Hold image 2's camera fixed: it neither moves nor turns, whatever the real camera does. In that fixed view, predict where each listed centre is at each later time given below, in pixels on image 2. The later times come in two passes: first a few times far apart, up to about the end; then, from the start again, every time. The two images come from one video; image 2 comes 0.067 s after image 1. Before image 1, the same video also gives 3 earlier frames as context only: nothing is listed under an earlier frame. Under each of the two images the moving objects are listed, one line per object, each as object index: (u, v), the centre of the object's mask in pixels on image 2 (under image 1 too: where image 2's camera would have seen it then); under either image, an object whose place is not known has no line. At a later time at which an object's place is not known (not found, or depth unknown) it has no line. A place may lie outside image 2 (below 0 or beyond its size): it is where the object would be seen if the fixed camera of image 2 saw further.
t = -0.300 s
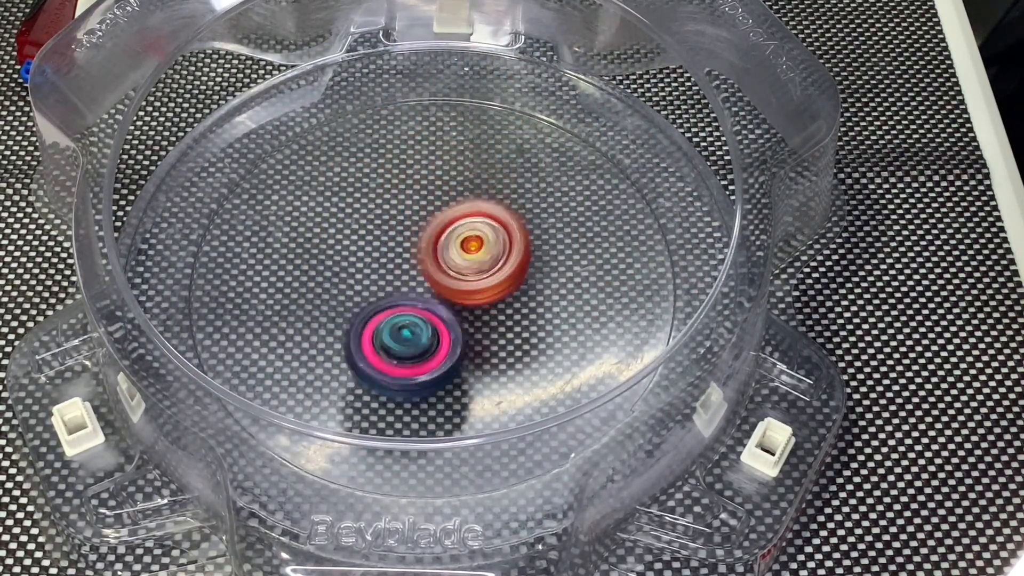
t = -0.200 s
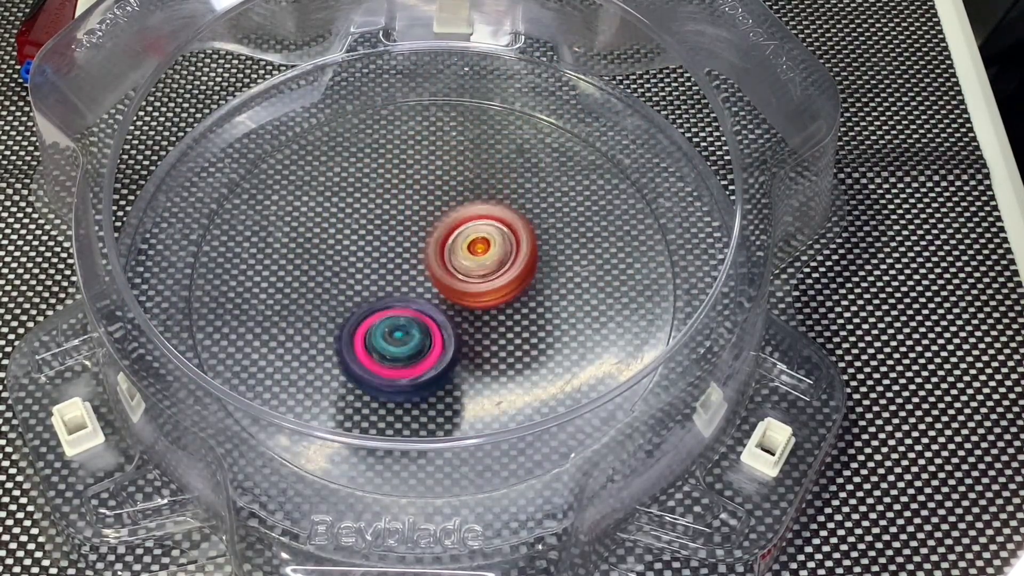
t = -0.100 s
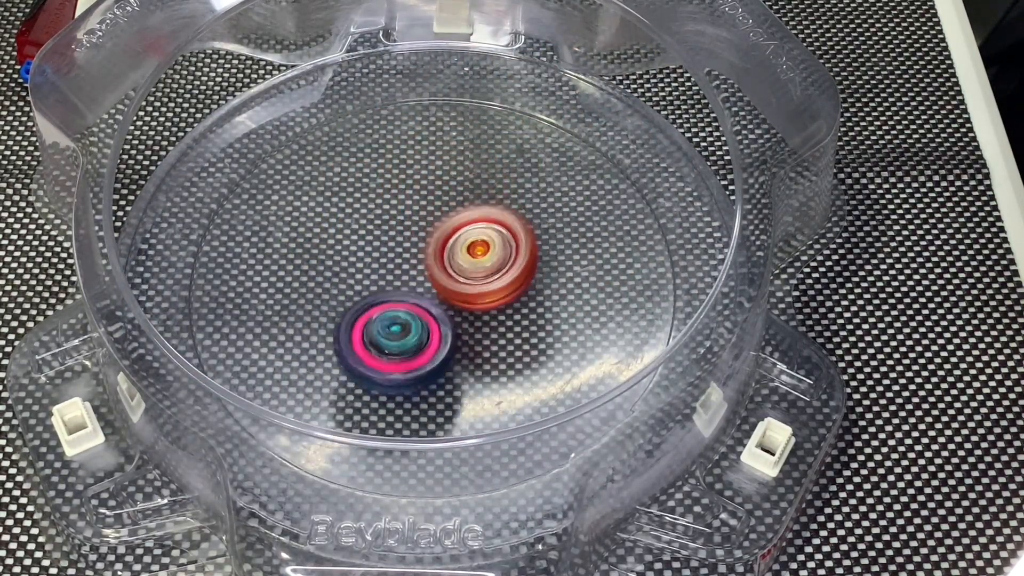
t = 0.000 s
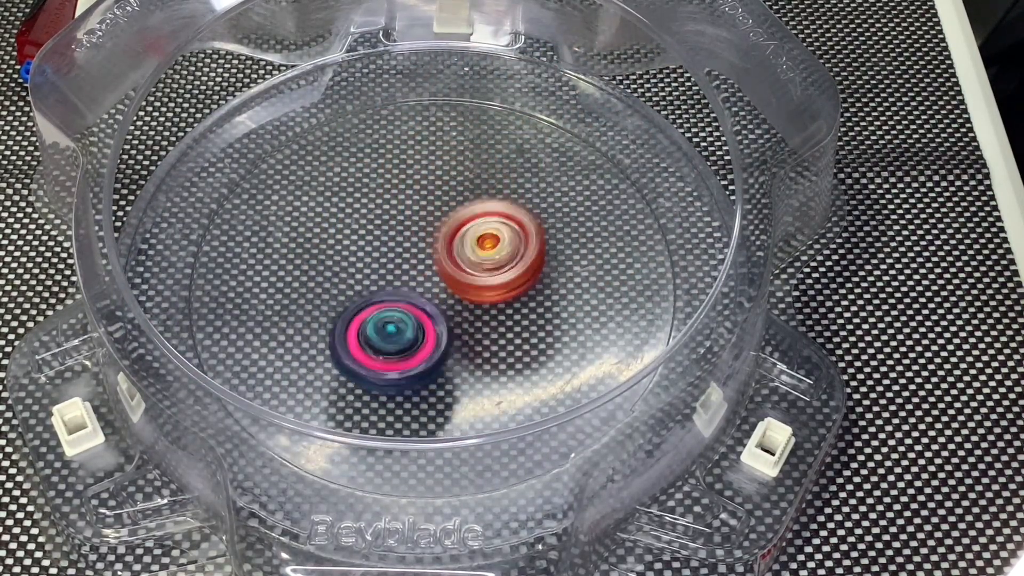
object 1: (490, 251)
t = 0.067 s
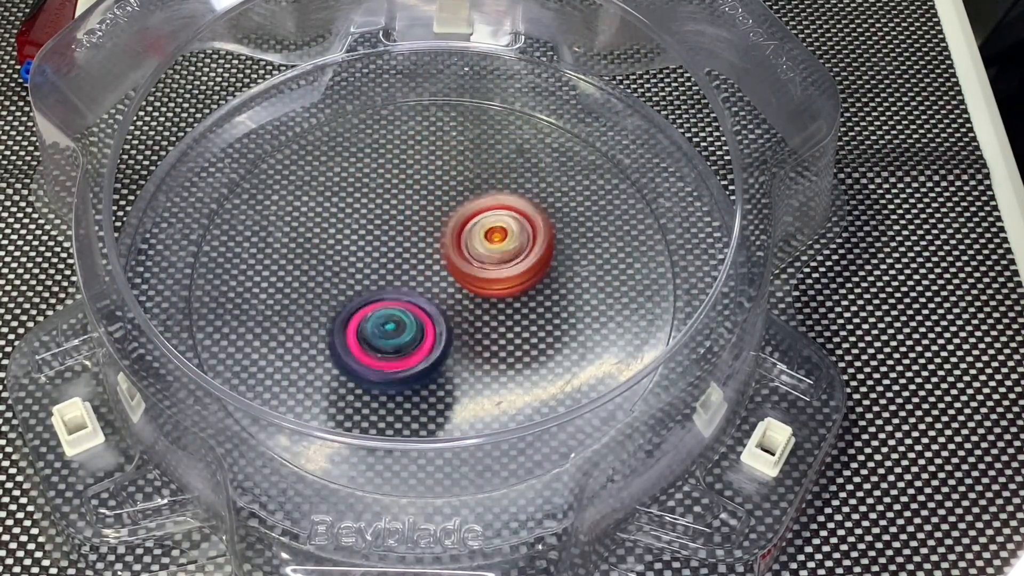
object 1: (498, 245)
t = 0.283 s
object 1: (508, 232)
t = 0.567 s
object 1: (498, 206)
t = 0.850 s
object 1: (488, 209)
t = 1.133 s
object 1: (488, 211)
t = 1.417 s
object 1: (494, 216)
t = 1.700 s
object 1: (532, 174)
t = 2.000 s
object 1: (505, 197)
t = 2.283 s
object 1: (590, 245)
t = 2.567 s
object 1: (639, 180)
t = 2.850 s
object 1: (466, 221)
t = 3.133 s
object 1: (488, 214)
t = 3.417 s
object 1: (480, 216)
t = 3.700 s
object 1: (442, 239)
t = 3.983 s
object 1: (397, 251)
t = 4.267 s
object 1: (389, 265)
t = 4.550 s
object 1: (390, 275)
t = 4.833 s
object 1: (403, 279)
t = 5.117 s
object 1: (405, 288)
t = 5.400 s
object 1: (417, 302)
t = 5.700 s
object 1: (420, 312)
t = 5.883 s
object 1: (429, 317)
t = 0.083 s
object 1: (499, 245)
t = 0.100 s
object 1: (499, 245)
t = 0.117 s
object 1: (499, 245)
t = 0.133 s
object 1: (498, 245)
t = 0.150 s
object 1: (498, 245)
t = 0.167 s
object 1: (497, 246)
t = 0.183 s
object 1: (495, 247)
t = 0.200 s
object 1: (493, 248)
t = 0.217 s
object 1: (492, 249)
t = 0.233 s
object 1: (490, 250)
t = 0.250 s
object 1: (492, 248)
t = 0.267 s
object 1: (501, 240)
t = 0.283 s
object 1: (508, 232)
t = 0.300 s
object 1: (513, 224)
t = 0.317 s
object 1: (518, 218)
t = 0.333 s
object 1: (522, 213)
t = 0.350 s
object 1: (524, 208)
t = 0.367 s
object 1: (524, 205)
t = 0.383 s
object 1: (524, 203)
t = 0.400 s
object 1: (524, 201)
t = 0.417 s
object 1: (521, 199)
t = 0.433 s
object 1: (519, 199)
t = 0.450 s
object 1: (517, 199)
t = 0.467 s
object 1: (513, 199)
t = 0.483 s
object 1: (511, 200)
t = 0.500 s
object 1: (508, 202)
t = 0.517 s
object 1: (505, 202)
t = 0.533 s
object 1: (502, 204)
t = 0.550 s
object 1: (499, 205)
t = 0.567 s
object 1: (498, 206)
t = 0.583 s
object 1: (494, 207)
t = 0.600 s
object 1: (492, 209)
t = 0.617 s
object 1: (490, 211)
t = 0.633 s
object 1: (487, 212)
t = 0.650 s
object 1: (485, 213)
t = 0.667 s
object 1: (483, 215)
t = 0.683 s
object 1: (480, 216)
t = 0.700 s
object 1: (478, 217)
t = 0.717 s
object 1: (480, 216)
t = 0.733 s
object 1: (483, 211)
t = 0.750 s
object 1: (485, 209)
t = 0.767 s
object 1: (488, 207)
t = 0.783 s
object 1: (489, 206)
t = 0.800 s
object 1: (490, 206)
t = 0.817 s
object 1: (490, 206)
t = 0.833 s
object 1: (490, 207)
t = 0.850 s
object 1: (488, 209)
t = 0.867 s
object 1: (488, 212)
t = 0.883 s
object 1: (486, 214)
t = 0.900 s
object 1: (483, 216)
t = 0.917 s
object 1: (482, 218)
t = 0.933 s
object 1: (480, 220)
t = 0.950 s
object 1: (482, 217)
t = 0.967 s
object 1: (487, 213)
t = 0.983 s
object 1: (491, 209)
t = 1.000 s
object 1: (493, 206)
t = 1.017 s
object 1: (495, 205)
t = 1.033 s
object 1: (496, 205)
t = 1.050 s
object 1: (496, 205)
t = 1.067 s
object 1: (495, 205)
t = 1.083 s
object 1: (495, 206)
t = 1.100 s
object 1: (492, 208)
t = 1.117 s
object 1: (490, 210)
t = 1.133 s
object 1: (488, 211)
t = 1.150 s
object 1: (485, 213)
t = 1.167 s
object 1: (483, 215)
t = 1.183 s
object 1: (482, 216)
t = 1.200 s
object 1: (479, 218)
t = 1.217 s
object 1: (478, 220)
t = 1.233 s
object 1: (476, 221)
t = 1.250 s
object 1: (473, 223)
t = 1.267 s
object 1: (471, 225)
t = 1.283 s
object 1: (469, 226)
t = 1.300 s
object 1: (470, 225)
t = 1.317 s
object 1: (474, 222)
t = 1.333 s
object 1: (479, 219)
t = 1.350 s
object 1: (484, 218)
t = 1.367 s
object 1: (488, 216)
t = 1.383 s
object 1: (490, 216)
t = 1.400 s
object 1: (493, 216)
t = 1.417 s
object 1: (494, 216)
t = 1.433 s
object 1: (494, 217)
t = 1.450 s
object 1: (494, 218)
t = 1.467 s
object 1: (493, 219)
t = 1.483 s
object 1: (492, 221)
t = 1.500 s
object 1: (491, 222)
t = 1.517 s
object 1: (488, 224)
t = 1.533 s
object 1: (486, 225)
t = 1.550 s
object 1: (484, 226)
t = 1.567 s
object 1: (481, 228)
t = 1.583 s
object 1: (479, 229)
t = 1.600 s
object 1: (479, 229)
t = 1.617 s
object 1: (490, 218)
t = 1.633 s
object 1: (501, 207)
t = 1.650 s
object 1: (510, 197)
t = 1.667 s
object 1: (519, 187)
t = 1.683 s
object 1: (528, 180)
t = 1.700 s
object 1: (532, 174)
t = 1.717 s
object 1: (536, 170)
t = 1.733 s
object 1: (539, 167)
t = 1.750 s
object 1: (540, 166)
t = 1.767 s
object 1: (541, 166)
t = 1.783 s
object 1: (540, 167)
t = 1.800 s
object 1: (539, 168)
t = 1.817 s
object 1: (536, 170)
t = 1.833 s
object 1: (533, 172)
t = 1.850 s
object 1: (530, 175)
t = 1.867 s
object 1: (526, 176)
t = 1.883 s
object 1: (524, 179)
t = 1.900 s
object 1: (522, 181)
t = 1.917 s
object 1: (518, 184)
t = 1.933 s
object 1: (515, 187)
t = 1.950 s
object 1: (513, 188)
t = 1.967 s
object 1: (510, 190)
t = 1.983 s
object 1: (508, 194)
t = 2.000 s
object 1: (505, 197)
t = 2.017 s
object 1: (502, 199)
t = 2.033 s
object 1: (500, 202)
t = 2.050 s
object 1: (496, 205)
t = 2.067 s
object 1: (495, 209)
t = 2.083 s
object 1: (492, 213)
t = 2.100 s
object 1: (490, 218)
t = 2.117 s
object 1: (489, 221)
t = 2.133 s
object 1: (487, 226)
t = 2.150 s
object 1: (486, 232)
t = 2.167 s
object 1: (484, 238)
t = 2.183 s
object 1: (483, 244)
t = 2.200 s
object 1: (482, 249)
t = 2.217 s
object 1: (480, 255)
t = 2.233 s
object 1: (492, 259)
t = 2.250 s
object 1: (526, 255)
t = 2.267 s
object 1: (559, 250)
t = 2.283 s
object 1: (590, 245)
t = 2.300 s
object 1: (620, 238)
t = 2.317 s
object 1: (646, 233)
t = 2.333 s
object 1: (671, 225)
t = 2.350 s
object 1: (680, 220)
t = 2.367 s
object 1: (692, 217)
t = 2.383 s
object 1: (705, 218)
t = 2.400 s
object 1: (713, 215)
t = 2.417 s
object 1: (706, 207)
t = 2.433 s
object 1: (700, 204)
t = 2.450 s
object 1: (693, 197)
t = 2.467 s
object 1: (686, 192)
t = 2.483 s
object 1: (680, 189)
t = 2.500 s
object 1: (674, 185)
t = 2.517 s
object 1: (665, 182)
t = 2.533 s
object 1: (657, 181)
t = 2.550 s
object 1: (648, 179)
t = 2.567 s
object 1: (639, 180)
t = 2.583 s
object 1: (630, 181)
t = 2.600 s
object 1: (620, 180)
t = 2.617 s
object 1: (609, 182)
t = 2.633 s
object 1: (599, 183)
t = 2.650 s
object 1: (587, 185)
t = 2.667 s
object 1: (575, 187)
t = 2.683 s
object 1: (563, 189)
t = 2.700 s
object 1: (552, 191)
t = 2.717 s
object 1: (540, 194)
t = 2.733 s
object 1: (530, 197)
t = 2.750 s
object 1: (518, 200)
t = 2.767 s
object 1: (509, 203)
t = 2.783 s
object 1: (500, 206)
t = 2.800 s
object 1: (491, 210)
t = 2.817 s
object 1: (483, 213)
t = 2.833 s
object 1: (474, 217)
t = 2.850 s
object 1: (466, 221)
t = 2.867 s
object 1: (467, 220)
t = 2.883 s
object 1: (473, 218)
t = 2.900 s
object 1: (479, 216)
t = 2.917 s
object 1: (482, 216)
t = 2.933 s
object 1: (485, 216)
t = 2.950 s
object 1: (487, 218)
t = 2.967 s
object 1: (487, 220)
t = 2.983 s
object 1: (487, 222)
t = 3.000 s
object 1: (486, 223)
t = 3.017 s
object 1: (485, 224)
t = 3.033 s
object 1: (483, 226)
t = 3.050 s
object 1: (481, 227)
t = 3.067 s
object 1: (479, 228)
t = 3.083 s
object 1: (477, 229)
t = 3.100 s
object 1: (477, 228)
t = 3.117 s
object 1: (483, 221)
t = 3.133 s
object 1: (488, 214)
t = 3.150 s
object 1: (493, 210)
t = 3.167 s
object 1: (496, 206)
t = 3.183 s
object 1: (498, 204)
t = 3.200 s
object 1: (498, 203)
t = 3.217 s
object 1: (499, 202)
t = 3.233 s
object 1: (499, 202)
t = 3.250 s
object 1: (499, 203)
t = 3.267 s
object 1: (498, 204)
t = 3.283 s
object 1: (497, 205)
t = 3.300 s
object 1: (495, 206)
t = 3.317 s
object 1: (493, 208)
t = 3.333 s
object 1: (490, 210)
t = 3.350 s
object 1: (489, 211)
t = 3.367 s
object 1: (486, 212)
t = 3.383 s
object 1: (485, 213)
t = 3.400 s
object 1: (482, 215)
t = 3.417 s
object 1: (480, 216)
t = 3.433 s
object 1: (479, 217)
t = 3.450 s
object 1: (476, 218)
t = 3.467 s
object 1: (474, 220)
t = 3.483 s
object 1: (472, 221)
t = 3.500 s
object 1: (469, 222)
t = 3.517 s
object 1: (467, 223)
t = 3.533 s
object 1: (465, 225)
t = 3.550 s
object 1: (462, 226)
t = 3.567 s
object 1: (461, 228)
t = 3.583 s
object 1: (458, 229)
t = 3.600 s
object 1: (457, 231)
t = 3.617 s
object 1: (454, 232)
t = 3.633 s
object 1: (452, 234)
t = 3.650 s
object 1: (449, 235)
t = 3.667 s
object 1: (447, 237)
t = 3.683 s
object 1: (444, 238)
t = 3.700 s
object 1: (442, 239)
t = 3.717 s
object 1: (439, 241)
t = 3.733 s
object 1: (437, 243)
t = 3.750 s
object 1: (434, 244)
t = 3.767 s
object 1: (432, 245)
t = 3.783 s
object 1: (429, 247)
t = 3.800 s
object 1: (427, 248)
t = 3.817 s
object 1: (424, 250)
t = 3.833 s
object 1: (422, 251)
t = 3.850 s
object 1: (418, 250)
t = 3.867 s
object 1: (416, 248)
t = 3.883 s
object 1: (412, 249)
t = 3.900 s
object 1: (410, 248)
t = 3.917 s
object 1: (407, 249)
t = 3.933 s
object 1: (404, 249)
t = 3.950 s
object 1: (401, 250)
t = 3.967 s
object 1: (398, 250)
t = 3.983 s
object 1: (397, 251)
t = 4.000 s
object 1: (394, 251)
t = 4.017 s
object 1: (393, 251)
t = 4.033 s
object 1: (390, 252)
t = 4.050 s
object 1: (390, 252)
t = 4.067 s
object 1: (389, 252)
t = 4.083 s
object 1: (388, 253)
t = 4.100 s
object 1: (388, 253)
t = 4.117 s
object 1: (388, 253)
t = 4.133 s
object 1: (388, 255)
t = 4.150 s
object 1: (387, 256)
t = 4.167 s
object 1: (387, 257)
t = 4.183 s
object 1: (387, 258)
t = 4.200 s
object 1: (388, 260)
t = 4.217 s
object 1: (388, 262)
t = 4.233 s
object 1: (389, 263)
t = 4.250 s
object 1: (389, 264)
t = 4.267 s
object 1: (389, 265)
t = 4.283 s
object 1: (389, 266)
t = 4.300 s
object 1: (390, 267)
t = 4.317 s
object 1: (389, 268)
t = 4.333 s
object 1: (389, 269)
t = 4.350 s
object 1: (387, 270)
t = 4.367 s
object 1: (386, 271)
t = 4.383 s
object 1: (385, 271)
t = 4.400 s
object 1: (384, 271)
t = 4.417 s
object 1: (384, 272)
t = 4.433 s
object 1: (384, 272)
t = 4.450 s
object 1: (384, 272)
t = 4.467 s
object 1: (385, 272)
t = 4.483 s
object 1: (386, 273)
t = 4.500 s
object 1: (387, 274)
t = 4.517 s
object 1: (388, 274)
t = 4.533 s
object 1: (389, 274)
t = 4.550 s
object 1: (390, 275)
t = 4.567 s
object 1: (390, 276)
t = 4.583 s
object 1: (391, 276)
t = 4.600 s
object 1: (392, 277)
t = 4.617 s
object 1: (392, 277)
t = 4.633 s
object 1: (393, 277)
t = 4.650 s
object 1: (394, 278)
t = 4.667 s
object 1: (396, 278)
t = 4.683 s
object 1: (397, 279)
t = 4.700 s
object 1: (398, 279)
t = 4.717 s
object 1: (398, 279)
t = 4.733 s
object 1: (399, 279)
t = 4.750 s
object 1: (400, 279)
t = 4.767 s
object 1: (400, 279)
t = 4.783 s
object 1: (402, 279)
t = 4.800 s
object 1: (402, 279)
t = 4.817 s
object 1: (403, 279)
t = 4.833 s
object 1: (403, 279)
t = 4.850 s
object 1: (404, 279)
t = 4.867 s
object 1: (404, 280)
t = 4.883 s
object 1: (404, 280)
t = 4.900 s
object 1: (403, 280)
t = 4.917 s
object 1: (401, 280)
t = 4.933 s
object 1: (400, 281)
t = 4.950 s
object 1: (400, 280)
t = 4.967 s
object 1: (400, 280)
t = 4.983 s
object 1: (399, 280)
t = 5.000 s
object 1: (400, 280)
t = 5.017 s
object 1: (400, 280)
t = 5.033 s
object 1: (402, 280)
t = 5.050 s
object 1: (403, 280)
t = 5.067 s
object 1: (405, 281)
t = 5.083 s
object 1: (405, 283)
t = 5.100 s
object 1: (405, 285)
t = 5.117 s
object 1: (405, 288)
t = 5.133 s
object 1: (406, 291)
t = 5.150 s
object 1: (407, 293)
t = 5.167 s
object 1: (406, 295)
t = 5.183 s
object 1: (407, 296)
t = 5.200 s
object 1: (407, 297)
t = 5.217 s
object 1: (408, 298)
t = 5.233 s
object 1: (409, 299)
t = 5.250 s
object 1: (410, 299)
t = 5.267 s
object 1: (409, 300)
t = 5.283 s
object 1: (410, 300)
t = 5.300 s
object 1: (410, 300)
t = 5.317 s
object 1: (412, 301)
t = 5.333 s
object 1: (413, 301)
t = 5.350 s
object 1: (414, 302)
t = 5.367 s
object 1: (415, 302)
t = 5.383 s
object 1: (416, 302)
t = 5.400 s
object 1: (417, 302)
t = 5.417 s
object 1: (417, 302)
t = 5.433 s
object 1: (417, 302)
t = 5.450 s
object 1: (417, 303)
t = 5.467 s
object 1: (418, 303)
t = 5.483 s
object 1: (419, 303)
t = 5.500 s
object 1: (419, 303)
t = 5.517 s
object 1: (420, 303)
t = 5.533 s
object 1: (420, 303)
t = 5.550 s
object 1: (421, 303)
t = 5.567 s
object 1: (421, 303)
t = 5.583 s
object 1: (421, 306)
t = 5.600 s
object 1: (423, 308)
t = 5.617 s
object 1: (422, 310)
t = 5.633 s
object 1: (422, 311)
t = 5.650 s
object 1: (422, 311)
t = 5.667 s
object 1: (421, 312)
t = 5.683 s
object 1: (421, 312)
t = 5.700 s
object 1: (420, 312)
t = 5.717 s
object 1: (423, 314)
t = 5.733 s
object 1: (423, 316)
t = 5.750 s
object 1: (424, 316)
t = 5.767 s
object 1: (425, 317)
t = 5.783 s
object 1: (425, 316)
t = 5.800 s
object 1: (426, 316)
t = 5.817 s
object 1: (425, 316)
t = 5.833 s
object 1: (426, 316)
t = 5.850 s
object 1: (426, 316)
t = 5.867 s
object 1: (428, 316)
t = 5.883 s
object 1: (429, 317)
